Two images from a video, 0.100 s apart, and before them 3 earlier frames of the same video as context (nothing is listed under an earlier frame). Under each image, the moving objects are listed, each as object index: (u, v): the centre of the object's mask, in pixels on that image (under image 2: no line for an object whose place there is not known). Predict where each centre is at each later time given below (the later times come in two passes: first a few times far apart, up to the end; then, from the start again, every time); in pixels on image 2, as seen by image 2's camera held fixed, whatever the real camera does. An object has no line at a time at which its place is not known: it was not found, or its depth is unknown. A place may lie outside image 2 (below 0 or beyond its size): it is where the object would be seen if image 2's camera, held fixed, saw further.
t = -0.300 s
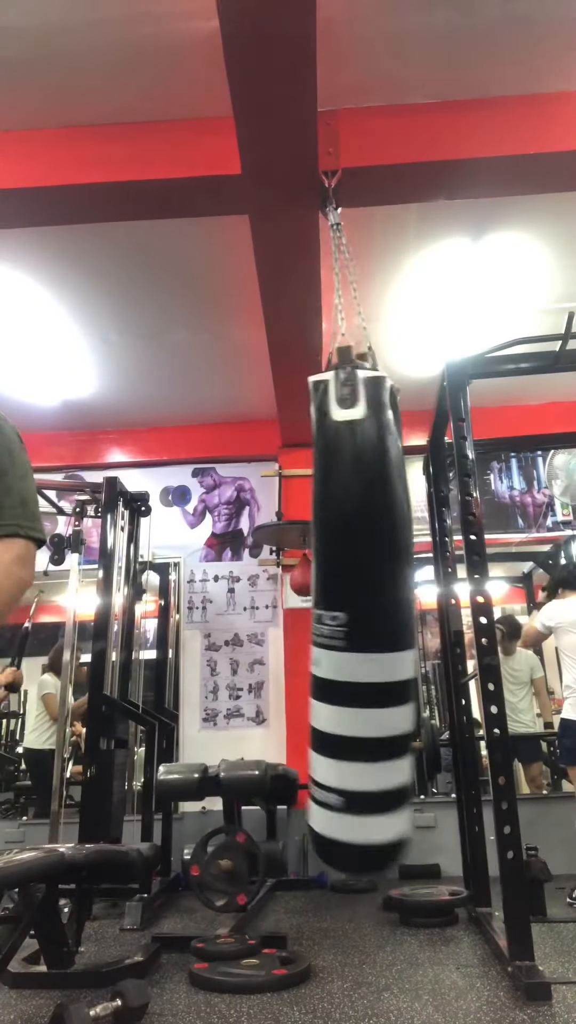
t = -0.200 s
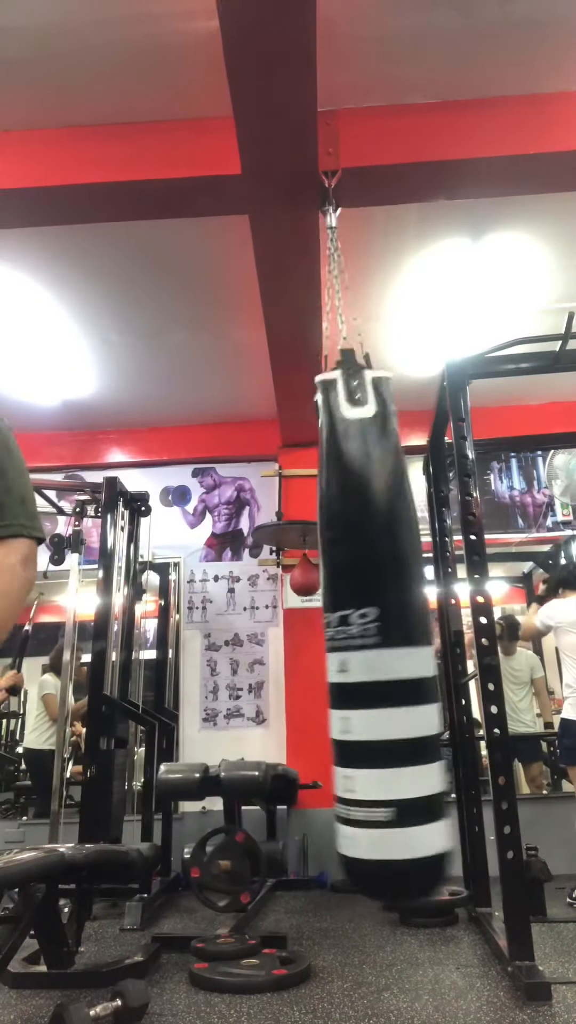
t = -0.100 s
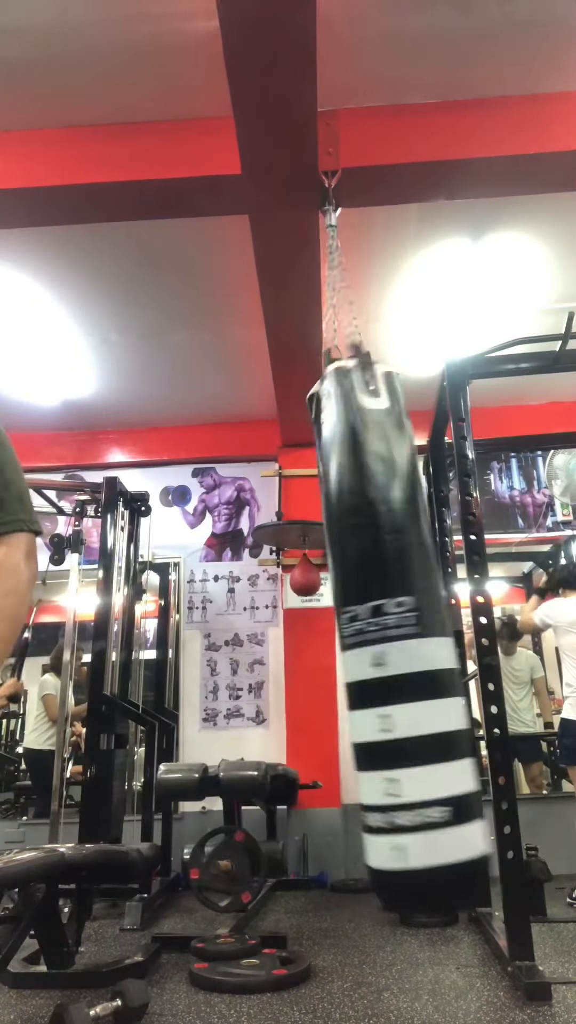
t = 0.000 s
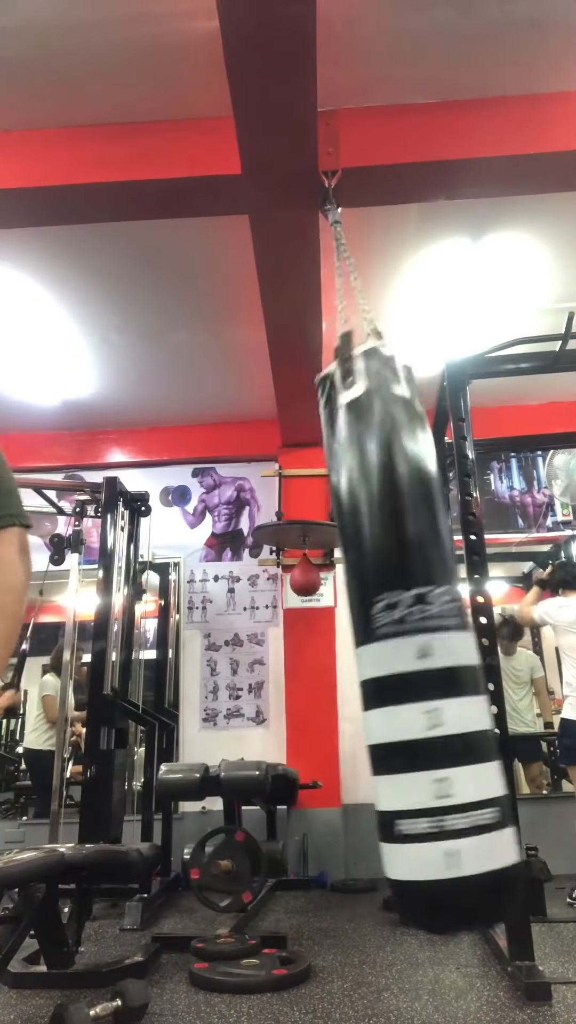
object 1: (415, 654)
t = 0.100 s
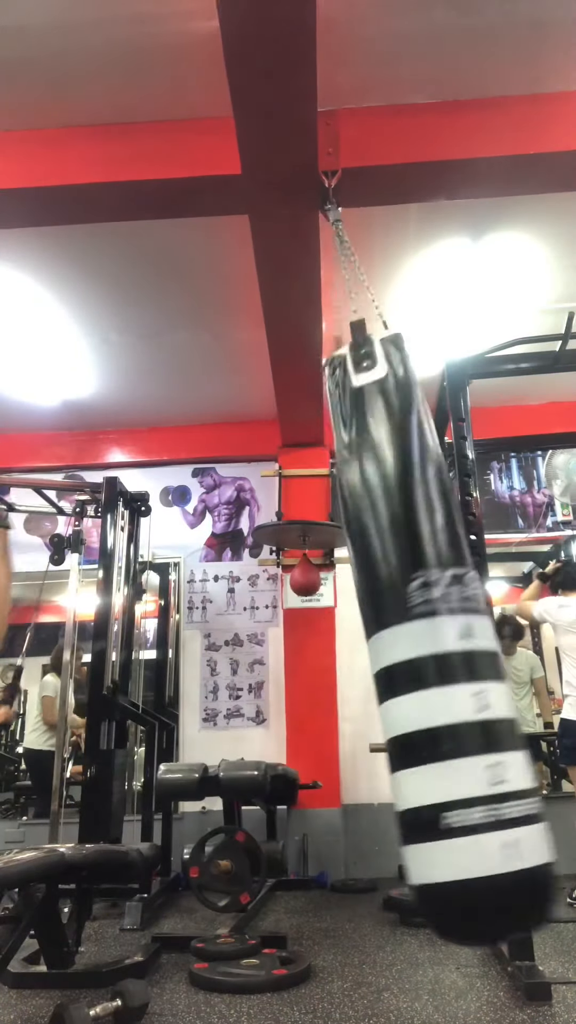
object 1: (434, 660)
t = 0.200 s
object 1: (448, 653)
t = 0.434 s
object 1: (455, 629)
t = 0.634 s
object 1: (442, 639)
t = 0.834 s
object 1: (396, 658)
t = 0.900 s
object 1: (378, 659)
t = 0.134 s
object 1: (440, 662)
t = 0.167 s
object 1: (445, 658)
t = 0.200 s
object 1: (448, 653)
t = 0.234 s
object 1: (450, 647)
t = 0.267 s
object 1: (452, 643)
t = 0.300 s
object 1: (453, 638)
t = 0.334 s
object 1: (454, 632)
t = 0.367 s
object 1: (455, 630)
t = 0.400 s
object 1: (455, 628)
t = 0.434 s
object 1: (455, 629)
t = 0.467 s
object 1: (454, 627)
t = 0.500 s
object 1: (453, 629)
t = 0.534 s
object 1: (451, 631)
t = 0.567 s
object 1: (449, 632)
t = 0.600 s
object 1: (446, 634)
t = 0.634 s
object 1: (442, 639)
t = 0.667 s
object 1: (438, 642)
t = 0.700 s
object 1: (432, 647)
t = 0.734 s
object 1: (425, 649)
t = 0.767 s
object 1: (416, 654)
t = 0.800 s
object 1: (407, 654)
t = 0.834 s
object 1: (396, 658)
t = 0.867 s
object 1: (387, 657)
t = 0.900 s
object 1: (378, 659)
